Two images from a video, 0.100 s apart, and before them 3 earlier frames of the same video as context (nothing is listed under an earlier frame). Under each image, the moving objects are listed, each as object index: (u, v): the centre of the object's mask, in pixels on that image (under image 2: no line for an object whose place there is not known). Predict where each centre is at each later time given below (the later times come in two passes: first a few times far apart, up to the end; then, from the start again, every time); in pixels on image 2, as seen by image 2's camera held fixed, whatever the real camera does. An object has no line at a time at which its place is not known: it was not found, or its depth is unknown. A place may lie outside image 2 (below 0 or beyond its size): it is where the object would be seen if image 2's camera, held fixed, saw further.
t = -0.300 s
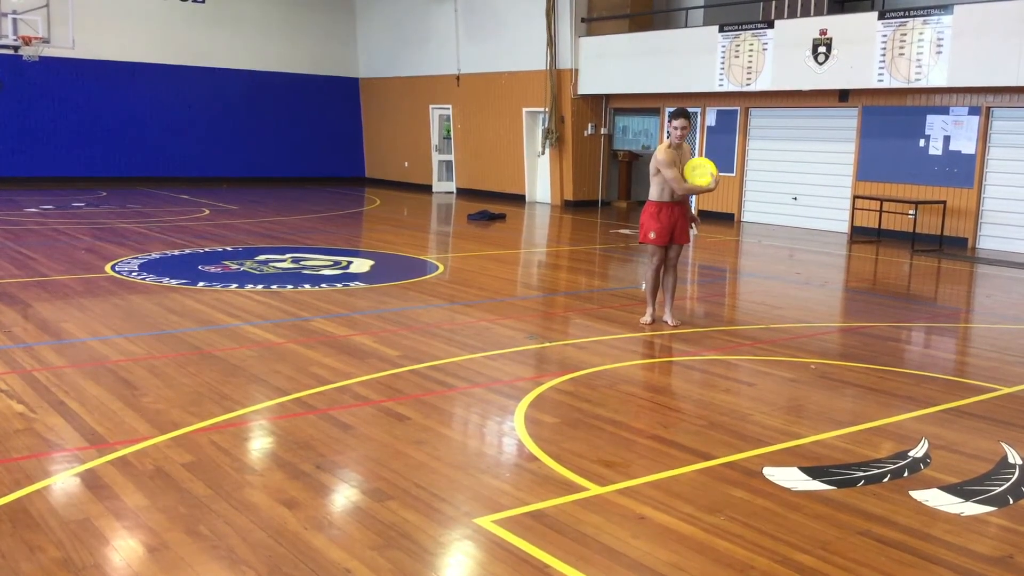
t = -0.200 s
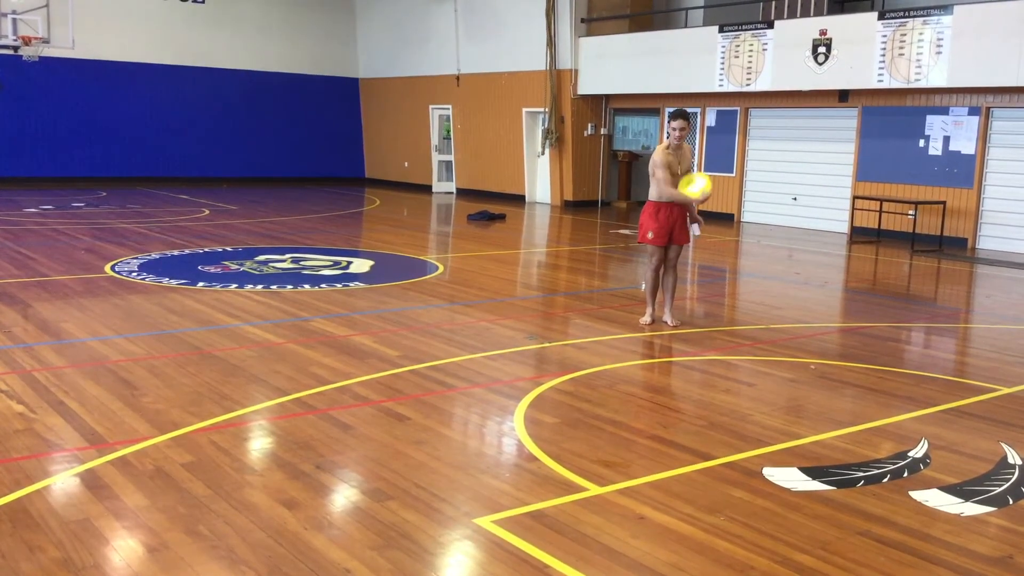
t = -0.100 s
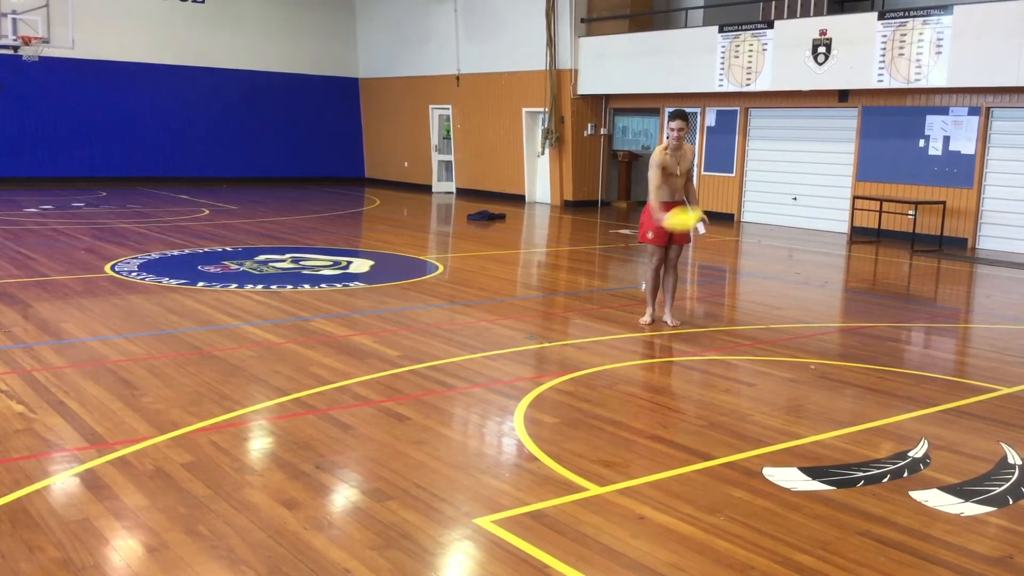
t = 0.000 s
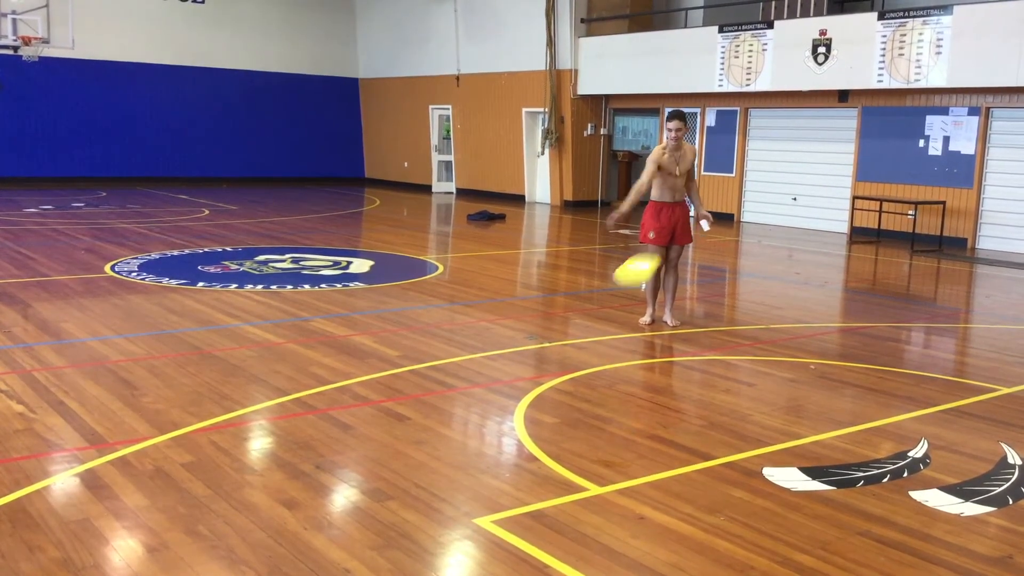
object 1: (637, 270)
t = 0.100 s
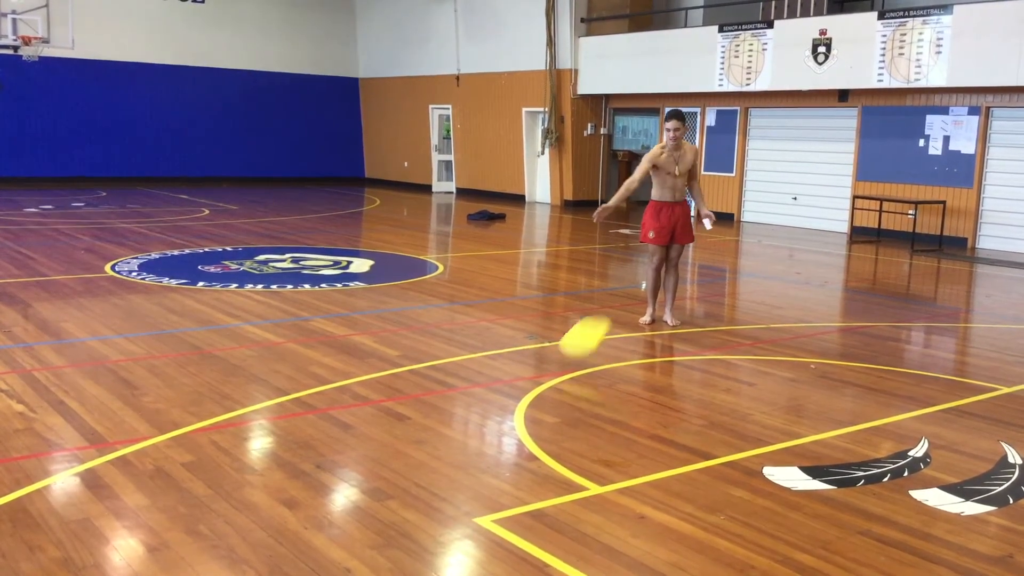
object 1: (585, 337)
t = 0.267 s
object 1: (489, 359)
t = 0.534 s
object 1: (291, 372)
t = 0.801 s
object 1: (9, 450)
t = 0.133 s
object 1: (567, 358)
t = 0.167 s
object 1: (547, 369)
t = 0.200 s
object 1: (527, 365)
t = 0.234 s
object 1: (513, 363)
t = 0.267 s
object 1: (489, 359)
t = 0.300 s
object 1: (467, 358)
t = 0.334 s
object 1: (448, 358)
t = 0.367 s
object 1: (423, 358)
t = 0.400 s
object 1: (398, 359)
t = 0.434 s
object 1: (375, 360)
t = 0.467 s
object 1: (349, 363)
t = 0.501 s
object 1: (319, 366)
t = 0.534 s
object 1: (291, 372)
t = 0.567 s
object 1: (265, 377)
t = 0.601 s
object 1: (228, 383)
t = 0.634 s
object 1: (198, 391)
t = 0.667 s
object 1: (165, 401)
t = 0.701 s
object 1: (125, 411)
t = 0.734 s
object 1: (89, 423)
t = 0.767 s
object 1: (50, 436)
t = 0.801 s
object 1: (9, 450)
